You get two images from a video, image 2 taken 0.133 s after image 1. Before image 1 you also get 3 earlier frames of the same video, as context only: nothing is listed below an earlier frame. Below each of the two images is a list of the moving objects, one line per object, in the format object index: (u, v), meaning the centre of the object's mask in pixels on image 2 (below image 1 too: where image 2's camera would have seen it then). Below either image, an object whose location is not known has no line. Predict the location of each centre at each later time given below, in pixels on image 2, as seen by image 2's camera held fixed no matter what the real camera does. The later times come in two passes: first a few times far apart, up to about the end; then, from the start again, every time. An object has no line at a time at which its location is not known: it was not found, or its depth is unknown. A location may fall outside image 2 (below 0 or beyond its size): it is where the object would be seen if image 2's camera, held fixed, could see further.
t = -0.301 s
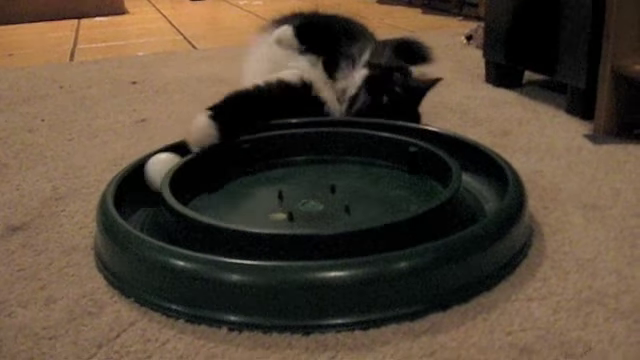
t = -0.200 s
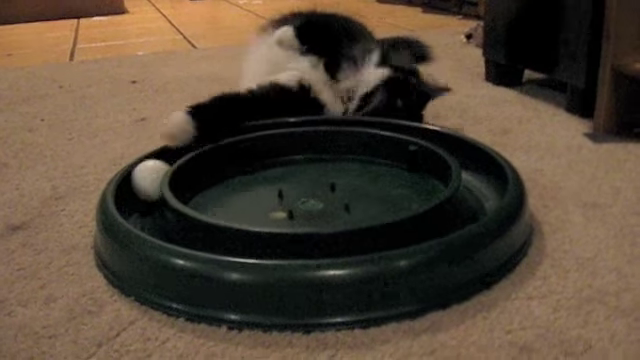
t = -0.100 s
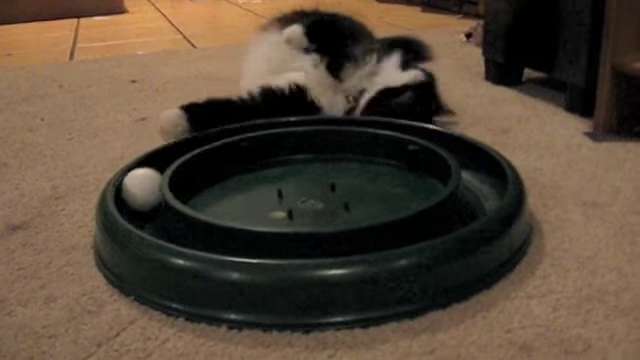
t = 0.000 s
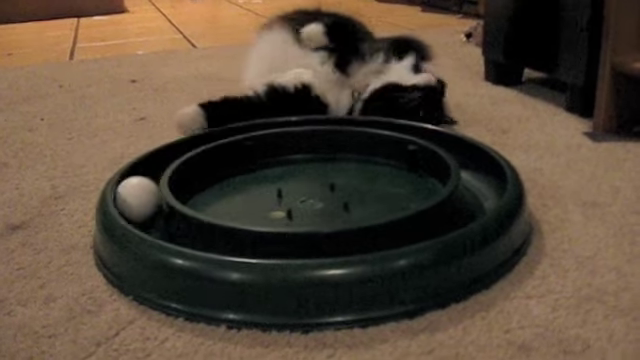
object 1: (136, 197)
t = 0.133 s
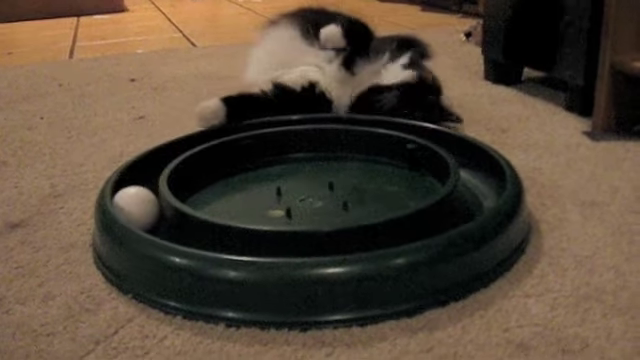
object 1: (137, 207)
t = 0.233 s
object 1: (140, 213)
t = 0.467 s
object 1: (160, 227)
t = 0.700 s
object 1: (194, 239)
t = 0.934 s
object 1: (238, 247)
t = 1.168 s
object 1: (290, 249)
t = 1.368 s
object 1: (335, 248)
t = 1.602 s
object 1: (381, 241)
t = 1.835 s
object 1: (422, 231)
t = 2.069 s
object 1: (453, 219)
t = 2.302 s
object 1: (472, 207)
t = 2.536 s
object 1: (481, 196)
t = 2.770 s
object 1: (482, 183)
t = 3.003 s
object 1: (475, 169)
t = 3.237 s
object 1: (463, 156)
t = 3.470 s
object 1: (442, 141)
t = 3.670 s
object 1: (420, 133)
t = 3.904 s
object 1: (393, 127)
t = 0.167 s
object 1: (138, 209)
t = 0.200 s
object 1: (139, 211)
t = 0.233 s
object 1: (140, 213)
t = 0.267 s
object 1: (142, 215)
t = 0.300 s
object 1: (145, 217)
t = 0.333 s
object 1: (147, 220)
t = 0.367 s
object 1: (150, 222)
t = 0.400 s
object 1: (153, 224)
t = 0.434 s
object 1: (157, 226)
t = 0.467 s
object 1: (160, 227)
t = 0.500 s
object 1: (165, 229)
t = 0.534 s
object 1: (169, 231)
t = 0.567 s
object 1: (174, 233)
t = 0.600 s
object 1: (179, 234)
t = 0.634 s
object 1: (184, 236)
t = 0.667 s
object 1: (189, 237)
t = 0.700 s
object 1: (194, 239)
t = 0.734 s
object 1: (200, 241)
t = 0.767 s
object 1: (206, 242)
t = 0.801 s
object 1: (212, 243)
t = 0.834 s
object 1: (218, 244)
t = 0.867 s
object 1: (225, 245)
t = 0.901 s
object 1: (232, 246)
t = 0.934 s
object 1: (238, 247)
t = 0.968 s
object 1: (246, 248)
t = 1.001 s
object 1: (252, 248)
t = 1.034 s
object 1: (260, 249)
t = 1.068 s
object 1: (267, 249)
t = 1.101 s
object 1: (275, 249)
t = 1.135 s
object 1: (283, 249)
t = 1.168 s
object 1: (290, 249)
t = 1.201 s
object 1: (298, 249)
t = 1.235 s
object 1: (306, 249)
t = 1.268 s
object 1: (313, 249)
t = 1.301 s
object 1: (321, 249)
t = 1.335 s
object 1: (328, 248)
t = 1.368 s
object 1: (335, 248)
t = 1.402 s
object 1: (342, 247)
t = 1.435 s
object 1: (349, 246)
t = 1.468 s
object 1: (356, 245)
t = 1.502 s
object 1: (363, 244)
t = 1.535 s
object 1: (369, 243)
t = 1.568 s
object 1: (375, 242)
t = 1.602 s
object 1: (381, 241)
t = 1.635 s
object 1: (388, 240)
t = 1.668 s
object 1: (393, 239)
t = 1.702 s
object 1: (399, 237)
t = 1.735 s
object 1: (406, 236)
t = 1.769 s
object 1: (411, 234)
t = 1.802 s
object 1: (417, 233)
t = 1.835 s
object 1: (422, 231)
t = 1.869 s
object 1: (427, 230)
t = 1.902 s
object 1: (432, 228)
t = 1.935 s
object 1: (437, 226)
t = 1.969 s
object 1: (441, 224)
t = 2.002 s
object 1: (445, 223)
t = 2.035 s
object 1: (449, 221)
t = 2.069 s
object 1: (453, 219)
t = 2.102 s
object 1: (456, 217)
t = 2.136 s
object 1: (459, 215)
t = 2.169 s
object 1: (463, 214)
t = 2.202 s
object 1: (465, 212)
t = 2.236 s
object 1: (467, 210)
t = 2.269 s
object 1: (470, 209)
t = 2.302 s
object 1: (472, 207)
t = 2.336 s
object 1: (474, 206)
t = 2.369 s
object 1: (476, 204)
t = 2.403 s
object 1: (477, 202)
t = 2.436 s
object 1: (478, 201)
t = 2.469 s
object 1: (479, 200)
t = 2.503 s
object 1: (480, 198)
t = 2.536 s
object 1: (481, 196)
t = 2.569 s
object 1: (482, 194)
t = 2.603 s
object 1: (482, 193)
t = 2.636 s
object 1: (483, 191)
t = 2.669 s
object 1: (483, 189)
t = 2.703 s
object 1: (482, 187)
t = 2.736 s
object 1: (482, 185)
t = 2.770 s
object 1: (482, 183)
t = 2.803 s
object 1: (481, 181)
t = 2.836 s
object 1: (480, 179)
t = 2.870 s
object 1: (479, 177)
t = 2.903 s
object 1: (479, 175)
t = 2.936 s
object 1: (478, 173)
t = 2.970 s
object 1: (476, 171)
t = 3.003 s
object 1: (475, 169)
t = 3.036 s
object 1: (473, 168)
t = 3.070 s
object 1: (472, 166)
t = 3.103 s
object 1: (470, 164)
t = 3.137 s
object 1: (469, 162)
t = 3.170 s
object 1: (467, 160)
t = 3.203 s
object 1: (465, 158)
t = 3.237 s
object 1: (463, 156)
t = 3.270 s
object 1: (461, 154)
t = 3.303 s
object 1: (458, 152)
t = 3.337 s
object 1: (455, 149)
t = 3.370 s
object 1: (453, 147)
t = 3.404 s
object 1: (449, 145)
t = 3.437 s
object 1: (446, 143)
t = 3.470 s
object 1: (442, 141)
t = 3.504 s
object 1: (439, 140)
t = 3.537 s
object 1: (435, 138)
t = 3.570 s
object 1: (431, 136)
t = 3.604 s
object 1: (428, 136)
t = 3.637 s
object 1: (424, 134)
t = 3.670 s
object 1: (420, 133)
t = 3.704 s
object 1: (416, 132)
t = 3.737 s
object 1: (412, 130)
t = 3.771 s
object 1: (408, 130)
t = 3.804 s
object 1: (405, 129)
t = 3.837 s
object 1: (401, 128)
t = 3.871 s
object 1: (398, 128)
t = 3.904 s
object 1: (393, 127)
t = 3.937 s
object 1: (390, 126)
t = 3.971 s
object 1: (386, 126)
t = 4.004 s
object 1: (382, 125)
